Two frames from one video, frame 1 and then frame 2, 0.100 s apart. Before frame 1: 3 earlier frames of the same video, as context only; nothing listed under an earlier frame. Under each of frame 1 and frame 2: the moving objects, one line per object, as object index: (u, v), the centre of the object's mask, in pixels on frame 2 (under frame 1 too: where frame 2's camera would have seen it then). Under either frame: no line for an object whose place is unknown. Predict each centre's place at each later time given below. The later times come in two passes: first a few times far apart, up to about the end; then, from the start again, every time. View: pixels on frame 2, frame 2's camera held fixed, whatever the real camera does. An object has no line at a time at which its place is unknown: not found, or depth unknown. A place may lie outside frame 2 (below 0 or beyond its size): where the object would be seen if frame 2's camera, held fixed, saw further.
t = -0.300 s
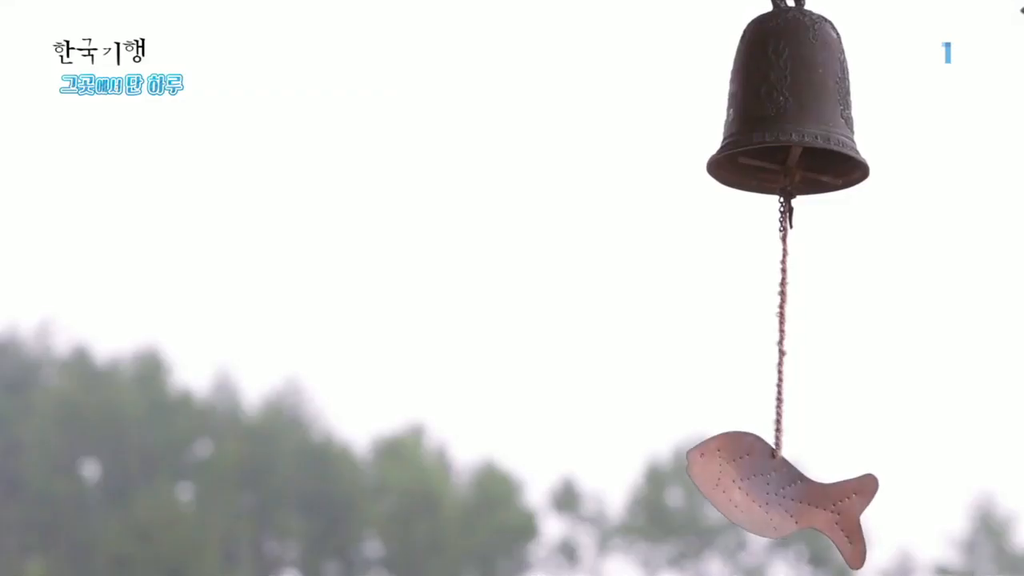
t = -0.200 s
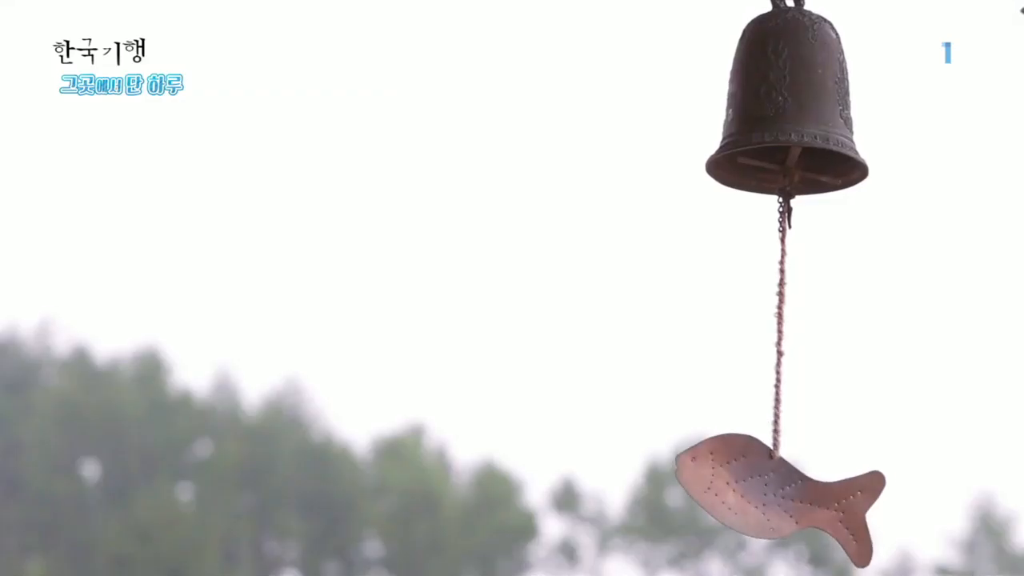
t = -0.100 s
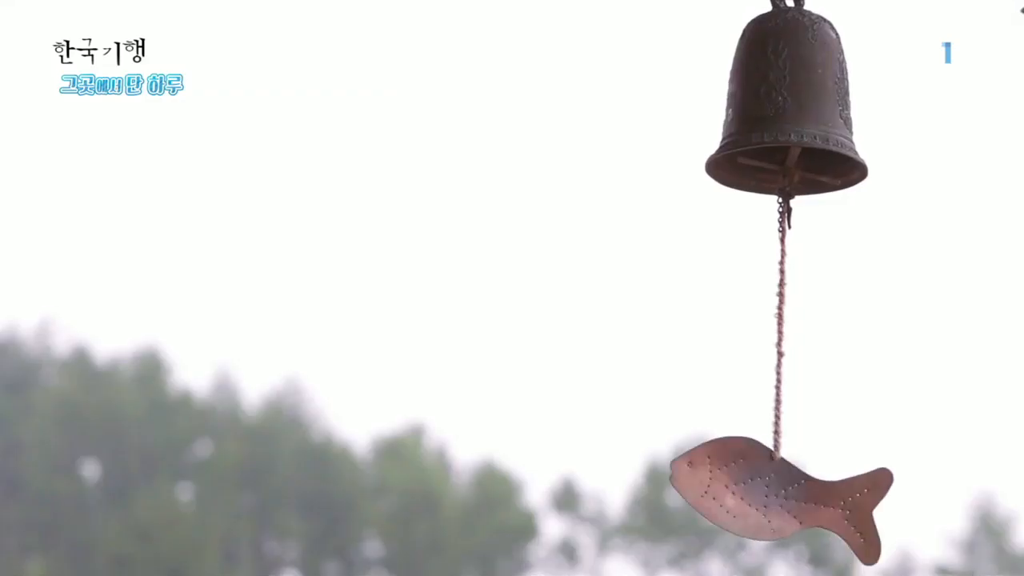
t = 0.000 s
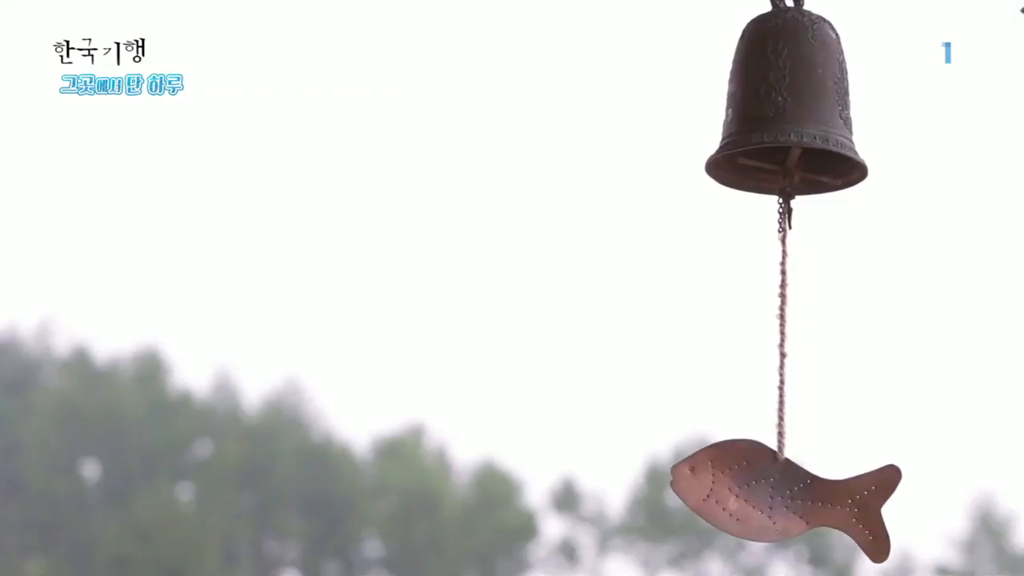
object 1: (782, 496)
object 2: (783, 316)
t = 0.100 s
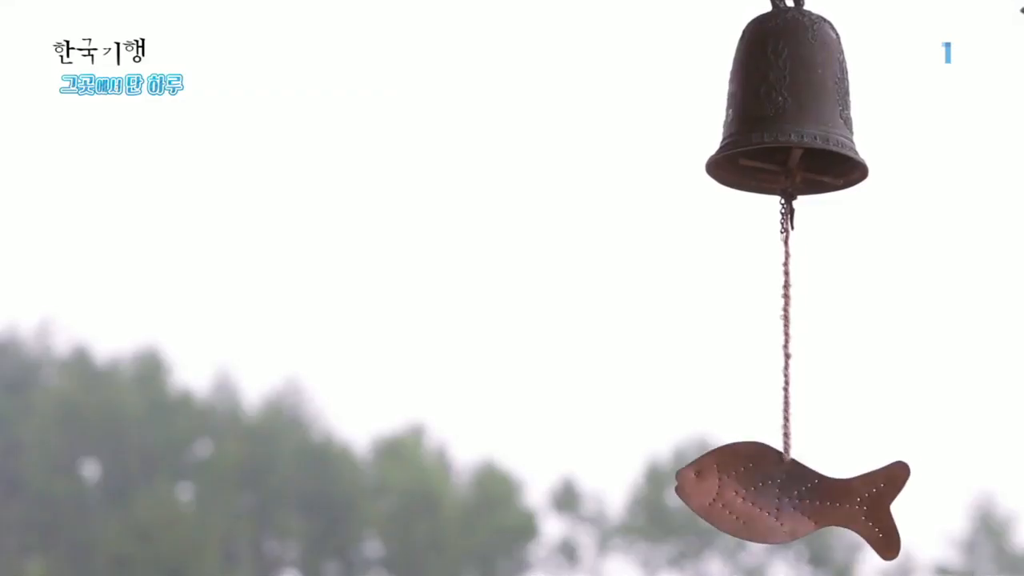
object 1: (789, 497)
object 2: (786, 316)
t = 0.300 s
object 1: (803, 496)
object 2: (793, 316)
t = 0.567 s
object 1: (806, 492)
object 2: (795, 317)
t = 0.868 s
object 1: (794, 491)
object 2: (789, 313)
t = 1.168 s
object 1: (782, 495)
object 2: (783, 315)
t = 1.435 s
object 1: (783, 497)
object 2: (783, 316)
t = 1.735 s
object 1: (792, 494)
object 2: (787, 317)
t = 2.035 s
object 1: (782, 492)
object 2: (782, 312)
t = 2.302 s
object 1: (754, 497)
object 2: (769, 312)
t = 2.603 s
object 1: (751, 501)
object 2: (767, 318)
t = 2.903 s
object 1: (778, 497)
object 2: (780, 314)
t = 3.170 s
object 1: (788, 493)
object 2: (785, 314)
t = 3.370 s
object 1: (784, 491)
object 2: (783, 313)
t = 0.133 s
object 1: (792, 497)
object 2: (788, 319)
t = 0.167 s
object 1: (794, 497)
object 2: (789, 319)
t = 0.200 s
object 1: (796, 497)
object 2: (790, 318)
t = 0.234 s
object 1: (799, 497)
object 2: (791, 318)
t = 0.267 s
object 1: (801, 496)
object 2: (792, 316)
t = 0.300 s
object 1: (803, 496)
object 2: (793, 316)
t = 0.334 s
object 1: (804, 496)
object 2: (793, 316)
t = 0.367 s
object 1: (804, 496)
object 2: (793, 315)
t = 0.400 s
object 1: (805, 495)
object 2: (794, 317)
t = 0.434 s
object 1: (806, 495)
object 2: (794, 317)
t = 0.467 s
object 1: (806, 494)
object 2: (795, 317)
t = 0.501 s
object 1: (806, 494)
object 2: (795, 315)
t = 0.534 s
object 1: (806, 493)
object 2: (795, 317)
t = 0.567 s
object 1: (806, 492)
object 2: (795, 317)
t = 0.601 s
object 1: (805, 492)
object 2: (794, 313)
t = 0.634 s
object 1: (804, 491)
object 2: (794, 313)
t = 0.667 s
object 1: (803, 491)
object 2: (794, 314)
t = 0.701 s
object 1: (802, 491)
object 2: (793, 314)
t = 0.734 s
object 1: (801, 490)
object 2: (792, 315)
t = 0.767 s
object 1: (799, 491)
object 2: (792, 313)
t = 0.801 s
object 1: (797, 491)
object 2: (791, 313)
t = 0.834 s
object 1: (796, 491)
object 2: (790, 312)
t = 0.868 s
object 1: (794, 491)
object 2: (789, 313)
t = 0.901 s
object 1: (792, 492)
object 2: (788, 314)
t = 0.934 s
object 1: (790, 492)
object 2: (787, 313)
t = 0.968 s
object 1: (789, 492)
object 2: (786, 313)
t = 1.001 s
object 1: (787, 493)
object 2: (786, 313)
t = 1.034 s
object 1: (786, 493)
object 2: (785, 315)
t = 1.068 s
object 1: (785, 494)
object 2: (784, 316)
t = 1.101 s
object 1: (784, 494)
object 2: (784, 313)
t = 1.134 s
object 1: (783, 495)
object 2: (783, 316)
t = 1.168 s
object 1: (782, 495)
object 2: (783, 315)
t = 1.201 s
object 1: (781, 496)
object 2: (783, 315)
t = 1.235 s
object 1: (781, 496)
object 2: (783, 315)
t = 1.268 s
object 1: (781, 496)
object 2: (782, 316)
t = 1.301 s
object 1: (781, 497)
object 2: (783, 317)
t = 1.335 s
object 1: (781, 497)
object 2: (783, 317)
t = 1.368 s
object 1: (782, 497)
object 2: (783, 318)
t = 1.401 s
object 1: (783, 497)
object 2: (783, 316)
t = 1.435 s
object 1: (783, 497)
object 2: (783, 316)
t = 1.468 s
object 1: (784, 497)
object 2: (784, 317)
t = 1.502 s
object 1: (786, 497)
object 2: (785, 316)
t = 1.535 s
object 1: (787, 496)
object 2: (785, 315)
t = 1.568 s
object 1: (788, 496)
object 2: (786, 317)
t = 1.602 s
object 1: (789, 496)
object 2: (786, 315)
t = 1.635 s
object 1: (790, 495)
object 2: (786, 315)
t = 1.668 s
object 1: (791, 495)
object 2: (787, 315)
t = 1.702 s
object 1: (792, 494)
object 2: (787, 314)
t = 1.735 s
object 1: (792, 494)
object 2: (787, 317)
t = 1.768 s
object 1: (792, 492)
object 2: (787, 314)
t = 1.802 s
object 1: (792, 492)
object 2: (787, 314)
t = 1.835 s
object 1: (792, 492)
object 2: (787, 312)
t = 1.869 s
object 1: (791, 492)
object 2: (787, 313)
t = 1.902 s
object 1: (790, 492)
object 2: (786, 315)
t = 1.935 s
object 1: (789, 492)
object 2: (786, 312)
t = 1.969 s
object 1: (787, 492)
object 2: (784, 314)
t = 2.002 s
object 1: (784, 492)
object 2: (783, 314)
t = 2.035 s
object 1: (782, 492)
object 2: (782, 312)
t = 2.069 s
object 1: (778, 493)
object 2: (780, 310)
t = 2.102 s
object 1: (775, 494)
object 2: (779, 311)
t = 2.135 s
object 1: (771, 495)
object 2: (777, 310)
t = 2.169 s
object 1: (768, 496)
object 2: (775, 311)
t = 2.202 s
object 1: (764, 495)
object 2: (774, 311)
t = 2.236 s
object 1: (761, 497)
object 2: (772, 313)
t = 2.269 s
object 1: (757, 496)
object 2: (771, 312)
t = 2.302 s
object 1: (754, 497)
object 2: (769, 312)
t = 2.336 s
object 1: (751, 497)
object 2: (768, 312)
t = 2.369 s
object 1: (749, 497)
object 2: (767, 312)
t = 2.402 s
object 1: (748, 498)
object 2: (766, 313)
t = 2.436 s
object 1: (747, 500)
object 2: (766, 313)
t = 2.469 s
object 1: (747, 501)
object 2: (766, 316)
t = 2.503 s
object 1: (747, 500)
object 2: (766, 314)
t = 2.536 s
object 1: (748, 501)
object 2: (766, 314)
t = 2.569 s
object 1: (749, 501)
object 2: (766, 317)
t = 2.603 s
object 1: (751, 501)
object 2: (767, 318)
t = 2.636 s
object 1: (753, 504)
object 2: (768, 319)
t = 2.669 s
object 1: (756, 501)
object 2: (770, 317)
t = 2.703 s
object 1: (759, 501)
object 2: (771, 315)
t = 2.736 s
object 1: (762, 501)
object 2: (773, 316)
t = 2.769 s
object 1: (766, 500)
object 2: (774, 315)
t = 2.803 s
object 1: (769, 500)
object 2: (776, 315)
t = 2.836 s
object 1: (772, 498)
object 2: (777, 315)
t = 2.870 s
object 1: (775, 499)
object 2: (779, 315)
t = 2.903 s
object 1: (778, 497)
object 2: (780, 314)
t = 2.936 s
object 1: (781, 496)
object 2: (781, 317)
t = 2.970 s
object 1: (783, 496)
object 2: (782, 314)
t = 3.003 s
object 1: (785, 494)
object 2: (783, 315)
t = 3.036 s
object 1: (786, 494)
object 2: (783, 315)
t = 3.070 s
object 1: (787, 493)
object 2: (784, 315)
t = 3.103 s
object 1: (787, 493)
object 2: (784, 314)
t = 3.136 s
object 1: (788, 493)
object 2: (785, 315)
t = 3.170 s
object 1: (788, 493)
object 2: (785, 314)
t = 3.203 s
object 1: (788, 492)
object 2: (785, 317)
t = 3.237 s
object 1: (787, 492)
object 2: (784, 316)
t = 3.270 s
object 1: (786, 492)
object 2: (784, 316)
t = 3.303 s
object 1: (786, 492)
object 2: (784, 316)
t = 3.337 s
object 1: (785, 492)
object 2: (784, 315)
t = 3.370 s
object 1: (784, 491)
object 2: (783, 313)
